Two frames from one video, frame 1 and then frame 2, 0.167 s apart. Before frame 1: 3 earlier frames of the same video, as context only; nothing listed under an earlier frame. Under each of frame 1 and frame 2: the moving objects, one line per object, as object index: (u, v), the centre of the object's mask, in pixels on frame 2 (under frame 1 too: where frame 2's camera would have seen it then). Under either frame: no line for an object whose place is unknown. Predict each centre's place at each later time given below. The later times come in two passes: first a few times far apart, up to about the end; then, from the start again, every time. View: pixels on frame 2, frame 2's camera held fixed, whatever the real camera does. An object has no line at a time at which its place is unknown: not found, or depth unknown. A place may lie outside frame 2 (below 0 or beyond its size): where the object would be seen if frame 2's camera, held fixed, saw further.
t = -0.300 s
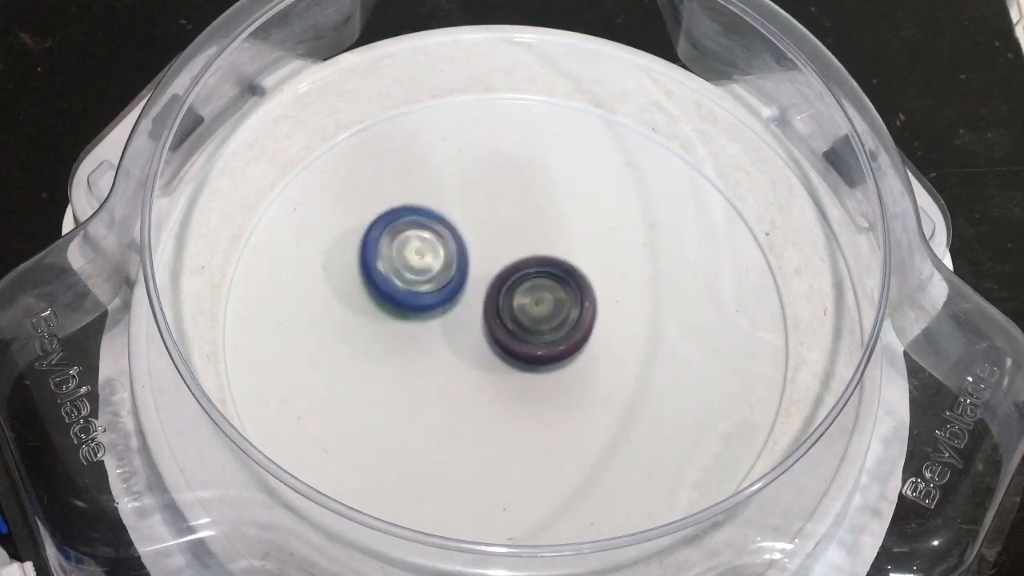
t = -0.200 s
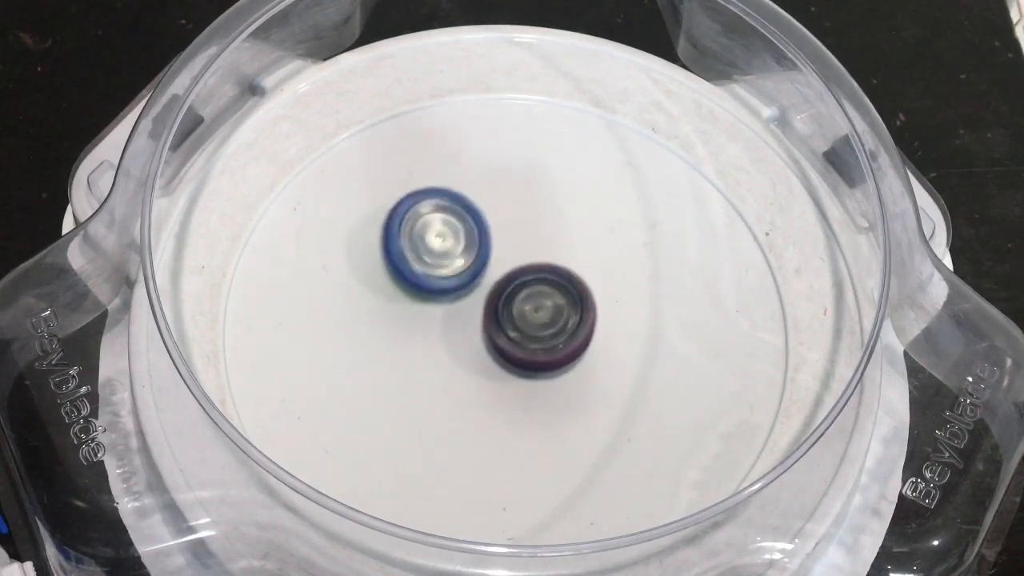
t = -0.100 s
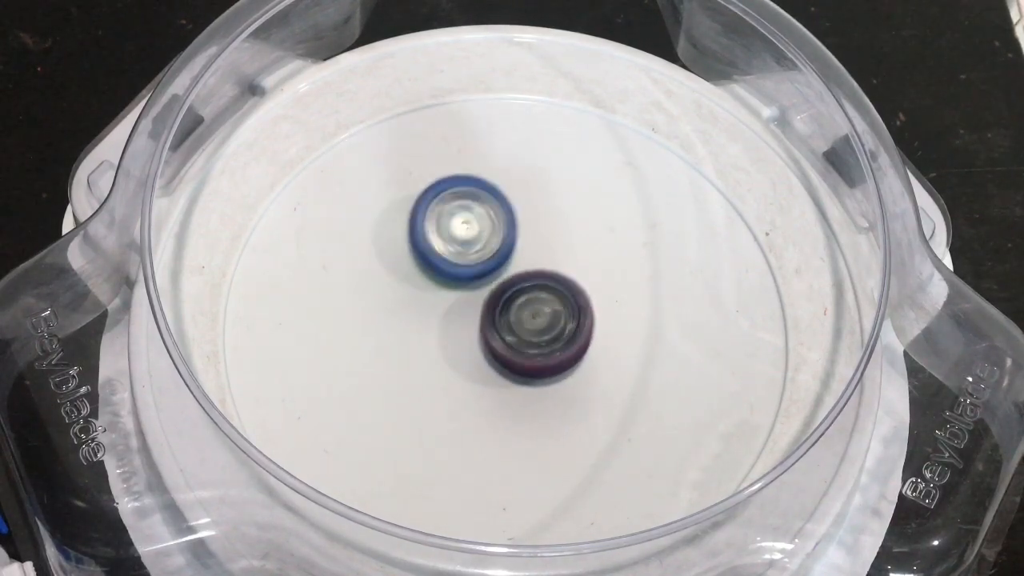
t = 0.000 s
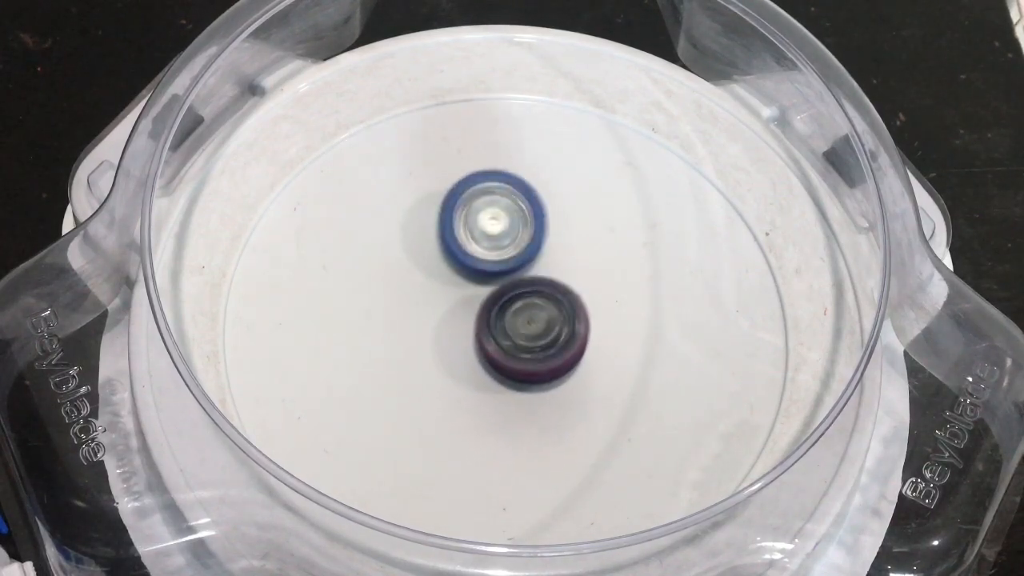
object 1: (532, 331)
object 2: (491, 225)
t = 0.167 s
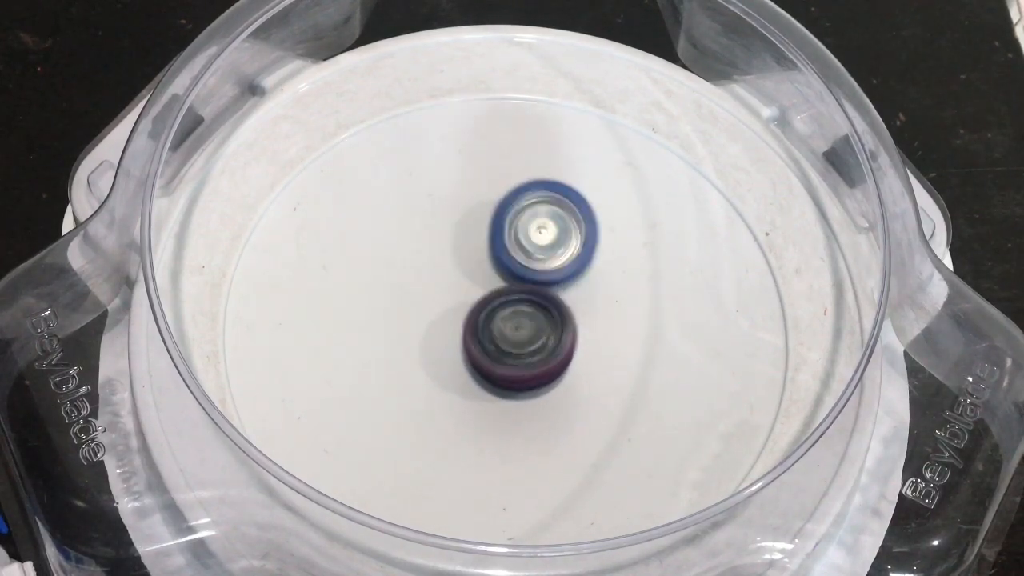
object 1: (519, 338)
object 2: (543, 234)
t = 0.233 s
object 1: (513, 340)
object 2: (562, 243)
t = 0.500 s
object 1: (485, 334)
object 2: (614, 305)
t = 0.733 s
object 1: (471, 317)
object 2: (604, 364)
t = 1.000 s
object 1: (477, 300)
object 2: (536, 403)
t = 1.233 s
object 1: (499, 287)
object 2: (458, 389)
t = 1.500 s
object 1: (532, 288)
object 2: (404, 327)
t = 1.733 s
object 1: (549, 303)
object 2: (416, 268)
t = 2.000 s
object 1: (545, 324)
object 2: (480, 230)
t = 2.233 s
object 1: (524, 342)
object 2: (548, 241)
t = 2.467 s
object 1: (492, 348)
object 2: (599, 293)
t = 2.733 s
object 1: (467, 332)
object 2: (597, 362)
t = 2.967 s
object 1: (466, 311)
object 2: (542, 399)
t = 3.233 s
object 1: (479, 257)
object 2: (461, 400)
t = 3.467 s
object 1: (500, 244)
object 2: (417, 353)
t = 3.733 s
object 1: (548, 276)
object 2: (422, 285)
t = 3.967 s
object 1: (595, 309)
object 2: (474, 248)
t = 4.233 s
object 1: (575, 357)
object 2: (547, 249)
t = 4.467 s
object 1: (533, 406)
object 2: (590, 284)
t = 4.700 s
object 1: (474, 396)
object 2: (586, 333)
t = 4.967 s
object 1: (402, 335)
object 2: (531, 371)
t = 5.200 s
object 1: (400, 273)
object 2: (474, 360)
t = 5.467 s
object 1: (457, 213)
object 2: (445, 321)
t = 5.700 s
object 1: (538, 214)
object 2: (459, 297)
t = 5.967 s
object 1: (622, 284)
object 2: (504, 297)
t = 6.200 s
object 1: (662, 386)
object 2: (504, 284)
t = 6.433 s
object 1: (591, 409)
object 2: (484, 281)
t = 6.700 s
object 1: (424, 390)
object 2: (477, 225)
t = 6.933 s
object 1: (330, 398)
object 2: (484, 214)
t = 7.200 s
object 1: (418, 362)
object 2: (496, 256)
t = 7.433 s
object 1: (429, 368)
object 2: (560, 259)
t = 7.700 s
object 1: (499, 390)
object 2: (528, 285)
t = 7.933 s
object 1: (515, 393)
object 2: (483, 279)
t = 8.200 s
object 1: (526, 349)
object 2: (463, 258)
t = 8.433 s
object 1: (559, 338)
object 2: (474, 237)
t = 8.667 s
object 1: (569, 338)
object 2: (487, 264)
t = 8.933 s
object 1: (546, 372)
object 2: (462, 262)
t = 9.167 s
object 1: (451, 398)
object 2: (476, 218)
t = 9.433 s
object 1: (417, 441)
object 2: (532, 237)
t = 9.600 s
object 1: (446, 409)
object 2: (561, 305)
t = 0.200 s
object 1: (516, 339)
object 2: (552, 238)
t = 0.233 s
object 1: (513, 340)
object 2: (562, 243)
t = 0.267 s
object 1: (509, 340)
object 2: (571, 249)
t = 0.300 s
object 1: (505, 340)
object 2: (579, 256)
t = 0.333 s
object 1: (502, 340)
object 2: (587, 264)
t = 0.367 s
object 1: (498, 339)
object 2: (593, 273)
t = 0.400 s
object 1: (495, 338)
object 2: (600, 281)
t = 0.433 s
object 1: (491, 337)
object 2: (605, 289)
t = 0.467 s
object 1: (488, 336)
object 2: (610, 297)
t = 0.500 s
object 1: (485, 334)
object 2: (614, 305)
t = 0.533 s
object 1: (482, 332)
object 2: (616, 314)
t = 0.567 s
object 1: (479, 330)
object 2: (618, 322)
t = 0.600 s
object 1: (477, 327)
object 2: (617, 331)
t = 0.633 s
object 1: (475, 325)
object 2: (616, 339)
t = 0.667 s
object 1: (473, 322)
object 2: (613, 347)
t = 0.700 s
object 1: (471, 320)
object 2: (609, 357)
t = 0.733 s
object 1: (471, 317)
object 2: (604, 364)
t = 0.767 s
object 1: (470, 314)
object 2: (599, 371)
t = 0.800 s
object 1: (470, 312)
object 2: (592, 378)
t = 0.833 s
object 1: (471, 309)
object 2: (585, 384)
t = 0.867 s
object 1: (472, 307)
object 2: (576, 389)
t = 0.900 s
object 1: (472, 305)
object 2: (567, 394)
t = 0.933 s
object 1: (474, 303)
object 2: (557, 398)
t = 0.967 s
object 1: (476, 301)
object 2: (546, 401)
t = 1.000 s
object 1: (477, 300)
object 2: (536, 403)
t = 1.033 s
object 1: (479, 299)
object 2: (525, 405)
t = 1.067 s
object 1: (482, 297)
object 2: (513, 405)
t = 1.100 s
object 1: (485, 295)
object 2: (502, 404)
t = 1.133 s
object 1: (488, 293)
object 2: (491, 402)
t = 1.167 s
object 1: (491, 291)
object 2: (480, 399)
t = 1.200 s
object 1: (495, 289)
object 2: (469, 394)
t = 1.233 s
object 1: (499, 287)
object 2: (458, 389)
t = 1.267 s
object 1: (503, 286)
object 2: (449, 383)
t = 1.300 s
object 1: (508, 286)
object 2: (439, 376)
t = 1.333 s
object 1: (512, 286)
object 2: (431, 368)
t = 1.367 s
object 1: (515, 286)
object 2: (424, 361)
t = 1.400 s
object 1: (520, 285)
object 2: (417, 352)
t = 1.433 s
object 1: (524, 286)
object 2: (412, 344)
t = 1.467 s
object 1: (528, 287)
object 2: (407, 335)
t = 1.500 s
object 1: (532, 288)
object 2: (404, 327)
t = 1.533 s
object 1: (536, 289)
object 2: (403, 317)
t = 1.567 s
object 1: (539, 291)
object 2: (402, 308)
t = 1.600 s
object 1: (541, 293)
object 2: (403, 300)
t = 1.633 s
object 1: (544, 295)
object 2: (404, 291)
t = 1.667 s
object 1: (546, 297)
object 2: (407, 283)
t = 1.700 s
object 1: (548, 300)
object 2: (411, 275)
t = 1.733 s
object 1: (549, 303)
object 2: (416, 268)
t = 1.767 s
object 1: (550, 305)
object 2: (422, 260)
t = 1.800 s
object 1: (550, 308)
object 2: (429, 254)
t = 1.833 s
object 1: (550, 310)
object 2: (436, 248)
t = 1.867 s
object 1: (550, 313)
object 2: (444, 243)
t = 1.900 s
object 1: (549, 316)
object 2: (453, 238)
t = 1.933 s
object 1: (548, 319)
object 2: (461, 235)
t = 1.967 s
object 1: (547, 322)
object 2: (471, 232)
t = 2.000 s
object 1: (545, 324)
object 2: (480, 230)
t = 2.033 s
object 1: (544, 327)
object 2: (490, 228)
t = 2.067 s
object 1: (541, 329)
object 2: (499, 229)
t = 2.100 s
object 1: (538, 333)
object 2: (508, 230)
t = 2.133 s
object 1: (535, 335)
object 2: (518, 231)
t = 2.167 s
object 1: (532, 337)
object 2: (528, 234)
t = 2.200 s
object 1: (528, 340)
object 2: (538, 237)
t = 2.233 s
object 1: (524, 342)
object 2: (548, 241)
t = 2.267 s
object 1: (519, 344)
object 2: (557, 247)
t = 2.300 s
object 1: (515, 345)
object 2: (566, 253)
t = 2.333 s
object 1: (510, 347)
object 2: (574, 260)
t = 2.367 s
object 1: (505, 348)
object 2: (581, 268)
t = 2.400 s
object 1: (501, 348)
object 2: (588, 276)
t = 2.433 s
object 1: (497, 348)
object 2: (594, 285)
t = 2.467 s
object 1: (492, 348)
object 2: (599, 293)
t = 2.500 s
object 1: (487, 347)
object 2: (603, 302)
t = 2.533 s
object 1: (483, 346)
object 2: (606, 311)
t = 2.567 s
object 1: (479, 344)
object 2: (607, 319)
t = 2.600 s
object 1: (476, 343)
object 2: (608, 329)
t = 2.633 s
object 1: (473, 341)
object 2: (607, 337)
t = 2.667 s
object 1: (470, 338)
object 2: (605, 346)
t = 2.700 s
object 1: (468, 335)
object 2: (601, 355)
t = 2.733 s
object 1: (467, 332)
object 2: (597, 362)
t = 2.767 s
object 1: (466, 330)
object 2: (592, 369)
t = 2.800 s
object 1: (465, 327)
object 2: (586, 376)
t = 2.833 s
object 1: (464, 324)
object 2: (578, 382)
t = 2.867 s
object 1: (464, 320)
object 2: (570, 388)
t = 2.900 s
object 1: (465, 317)
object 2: (561, 393)
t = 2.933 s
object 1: (465, 315)
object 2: (552, 397)
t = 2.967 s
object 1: (466, 311)
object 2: (542, 399)
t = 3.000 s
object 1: (467, 309)
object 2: (531, 401)
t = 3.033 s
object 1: (470, 304)
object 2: (520, 402)
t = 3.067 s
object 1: (472, 301)
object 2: (509, 402)
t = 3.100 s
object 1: (473, 292)
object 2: (500, 406)
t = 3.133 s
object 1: (474, 281)
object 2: (490, 407)
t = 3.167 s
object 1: (476, 272)
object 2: (480, 406)
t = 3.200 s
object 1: (477, 264)
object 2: (470, 403)
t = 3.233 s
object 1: (479, 257)
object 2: (461, 400)
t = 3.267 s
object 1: (480, 252)
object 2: (453, 396)
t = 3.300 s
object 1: (482, 247)
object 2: (445, 390)
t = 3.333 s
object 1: (485, 243)
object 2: (437, 384)
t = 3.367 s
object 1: (489, 241)
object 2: (431, 377)
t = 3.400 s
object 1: (493, 241)
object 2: (425, 369)
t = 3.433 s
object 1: (496, 242)
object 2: (422, 360)
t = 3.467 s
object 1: (500, 244)
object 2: (417, 353)
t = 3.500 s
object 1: (504, 248)
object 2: (415, 344)
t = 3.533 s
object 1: (507, 250)
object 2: (413, 335)
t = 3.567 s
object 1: (511, 254)
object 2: (413, 327)
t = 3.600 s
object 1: (515, 259)
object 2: (414, 318)
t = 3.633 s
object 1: (519, 264)
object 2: (417, 309)
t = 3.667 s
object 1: (529, 268)
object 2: (416, 301)
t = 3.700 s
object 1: (539, 272)
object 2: (418, 293)
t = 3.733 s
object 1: (548, 276)
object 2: (422, 285)
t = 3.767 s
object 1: (559, 280)
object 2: (427, 278)
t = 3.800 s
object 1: (568, 284)
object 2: (434, 271)
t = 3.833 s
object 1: (576, 289)
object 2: (440, 265)
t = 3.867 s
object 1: (582, 294)
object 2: (448, 260)
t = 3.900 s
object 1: (588, 299)
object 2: (456, 255)
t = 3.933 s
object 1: (592, 304)
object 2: (465, 251)
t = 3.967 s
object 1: (595, 309)
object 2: (474, 248)
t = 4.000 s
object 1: (597, 314)
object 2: (484, 246)
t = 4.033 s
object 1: (598, 320)
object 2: (493, 245)
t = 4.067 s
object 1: (596, 326)
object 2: (503, 244)
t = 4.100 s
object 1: (593, 331)
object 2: (512, 246)
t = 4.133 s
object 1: (589, 336)
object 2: (521, 247)
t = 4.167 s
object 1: (585, 340)
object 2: (530, 248)
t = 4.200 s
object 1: (580, 346)
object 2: (538, 250)
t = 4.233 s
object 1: (575, 357)
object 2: (547, 249)
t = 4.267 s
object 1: (571, 367)
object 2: (554, 252)
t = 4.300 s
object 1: (567, 377)
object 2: (562, 256)
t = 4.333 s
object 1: (561, 385)
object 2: (569, 261)
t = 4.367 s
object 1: (555, 392)
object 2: (575, 266)
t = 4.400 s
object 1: (549, 398)
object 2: (581, 272)
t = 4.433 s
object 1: (541, 403)
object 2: (586, 277)
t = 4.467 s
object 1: (533, 406)
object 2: (590, 284)
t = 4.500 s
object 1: (525, 409)
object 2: (592, 291)
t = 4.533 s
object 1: (516, 410)
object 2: (594, 298)
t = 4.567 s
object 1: (508, 410)
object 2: (594, 305)
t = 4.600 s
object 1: (499, 408)
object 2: (594, 312)
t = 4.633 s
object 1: (490, 405)
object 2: (592, 320)
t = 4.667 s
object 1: (482, 401)
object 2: (589, 327)
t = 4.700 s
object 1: (474, 396)
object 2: (586, 333)
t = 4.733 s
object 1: (466, 390)
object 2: (580, 340)
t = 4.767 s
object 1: (458, 384)
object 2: (574, 346)
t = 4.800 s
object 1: (450, 377)
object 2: (567, 351)
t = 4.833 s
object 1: (442, 369)
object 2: (560, 357)
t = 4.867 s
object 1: (430, 361)
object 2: (555, 361)
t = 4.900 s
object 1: (420, 352)
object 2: (547, 365)
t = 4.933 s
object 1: (410, 344)
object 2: (539, 369)
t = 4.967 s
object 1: (402, 335)
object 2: (531, 371)
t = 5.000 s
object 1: (397, 326)
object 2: (522, 372)
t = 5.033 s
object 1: (393, 317)
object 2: (513, 372)
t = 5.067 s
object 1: (391, 308)
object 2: (505, 372)
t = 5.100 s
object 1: (392, 299)
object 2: (496, 370)
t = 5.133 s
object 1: (393, 291)
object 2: (488, 368)
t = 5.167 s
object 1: (396, 282)
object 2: (480, 364)
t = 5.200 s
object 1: (400, 273)
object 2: (474, 360)
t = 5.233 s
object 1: (404, 263)
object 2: (468, 356)
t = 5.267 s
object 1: (409, 253)
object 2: (461, 352)
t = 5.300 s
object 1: (415, 242)
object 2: (456, 348)
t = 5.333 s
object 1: (421, 234)
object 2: (452, 343)
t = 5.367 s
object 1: (429, 227)
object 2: (449, 338)
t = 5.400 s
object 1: (438, 221)
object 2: (447, 333)
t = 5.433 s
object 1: (447, 216)
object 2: (446, 327)
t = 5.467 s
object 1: (457, 213)
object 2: (445, 321)
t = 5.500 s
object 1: (468, 210)
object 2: (446, 315)
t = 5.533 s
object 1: (479, 209)
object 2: (447, 309)
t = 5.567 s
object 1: (491, 207)
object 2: (448, 307)
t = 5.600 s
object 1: (503, 206)
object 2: (449, 305)
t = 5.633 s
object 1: (515, 207)
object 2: (452, 301)
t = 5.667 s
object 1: (526, 211)
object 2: (455, 299)
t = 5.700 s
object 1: (538, 214)
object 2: (459, 297)
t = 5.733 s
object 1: (550, 219)
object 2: (464, 296)
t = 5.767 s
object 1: (561, 226)
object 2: (469, 295)
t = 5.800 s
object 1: (572, 234)
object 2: (475, 293)
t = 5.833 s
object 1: (583, 243)
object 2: (480, 294)
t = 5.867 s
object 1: (593, 252)
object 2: (486, 294)
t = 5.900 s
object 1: (604, 263)
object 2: (492, 294)
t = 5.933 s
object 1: (613, 273)
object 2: (498, 296)
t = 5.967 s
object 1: (622, 284)
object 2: (504, 297)
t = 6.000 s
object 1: (630, 295)
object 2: (510, 300)
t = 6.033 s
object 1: (635, 305)
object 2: (515, 302)
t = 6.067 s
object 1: (638, 316)
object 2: (520, 304)
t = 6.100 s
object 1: (639, 326)
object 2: (525, 308)
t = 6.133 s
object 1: (648, 345)
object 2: (520, 300)
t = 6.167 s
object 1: (658, 367)
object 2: (509, 290)
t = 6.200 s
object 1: (662, 386)
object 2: (504, 284)
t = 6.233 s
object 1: (661, 400)
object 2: (501, 282)
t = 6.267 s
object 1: (656, 410)
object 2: (499, 282)
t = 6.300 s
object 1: (648, 416)
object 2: (494, 282)
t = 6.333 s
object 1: (637, 418)
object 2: (492, 281)
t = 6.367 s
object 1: (623, 418)
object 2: (490, 281)
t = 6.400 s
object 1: (608, 415)
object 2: (487, 280)
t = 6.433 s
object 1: (591, 409)
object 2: (484, 281)
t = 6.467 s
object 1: (574, 402)
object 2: (483, 282)
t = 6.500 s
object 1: (557, 393)
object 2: (481, 281)
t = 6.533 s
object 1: (540, 384)
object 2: (479, 282)
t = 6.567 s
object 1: (522, 376)
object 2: (478, 282)
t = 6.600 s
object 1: (498, 377)
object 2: (478, 265)
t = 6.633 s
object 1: (474, 385)
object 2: (478, 246)
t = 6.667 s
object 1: (449, 384)
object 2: (476, 232)
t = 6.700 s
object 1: (424, 390)
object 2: (477, 225)
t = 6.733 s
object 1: (399, 387)
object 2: (476, 221)
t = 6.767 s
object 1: (376, 391)
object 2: (476, 218)
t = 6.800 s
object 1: (359, 391)
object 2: (477, 215)
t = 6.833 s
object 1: (343, 391)
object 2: (478, 213)
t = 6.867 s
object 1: (333, 394)
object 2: (481, 212)
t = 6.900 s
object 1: (329, 395)
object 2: (482, 212)
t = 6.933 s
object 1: (330, 398)
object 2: (484, 214)
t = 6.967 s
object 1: (335, 398)
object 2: (487, 216)
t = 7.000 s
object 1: (341, 398)
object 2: (489, 219)
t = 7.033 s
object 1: (351, 393)
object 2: (491, 224)
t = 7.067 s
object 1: (363, 390)
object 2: (493, 229)
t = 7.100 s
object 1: (377, 383)
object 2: (495, 235)
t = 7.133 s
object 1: (392, 377)
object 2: (496, 242)
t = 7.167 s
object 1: (405, 369)
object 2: (496, 248)
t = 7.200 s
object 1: (418, 362)
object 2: (496, 256)
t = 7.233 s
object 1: (431, 355)
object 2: (495, 264)
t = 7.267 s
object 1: (429, 358)
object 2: (508, 262)
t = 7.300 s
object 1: (421, 366)
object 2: (531, 253)
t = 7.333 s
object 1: (416, 368)
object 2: (548, 249)
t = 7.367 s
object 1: (417, 368)
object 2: (559, 249)
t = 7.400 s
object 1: (421, 369)
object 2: (562, 255)
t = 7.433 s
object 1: (429, 368)
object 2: (560, 259)
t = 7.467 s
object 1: (437, 369)
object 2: (558, 263)
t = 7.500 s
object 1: (449, 372)
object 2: (556, 265)
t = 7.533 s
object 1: (457, 375)
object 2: (553, 269)
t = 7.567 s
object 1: (468, 377)
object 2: (549, 273)
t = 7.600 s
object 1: (476, 381)
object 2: (545, 277)
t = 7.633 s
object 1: (485, 383)
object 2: (540, 280)
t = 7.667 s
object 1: (491, 387)
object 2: (534, 282)
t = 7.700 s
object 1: (499, 390)
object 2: (528, 285)
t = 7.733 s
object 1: (503, 393)
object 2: (520, 286)
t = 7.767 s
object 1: (507, 397)
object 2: (514, 288)
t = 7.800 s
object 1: (511, 399)
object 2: (507, 288)
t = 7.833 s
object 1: (511, 400)
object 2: (500, 288)
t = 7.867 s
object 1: (511, 399)
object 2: (494, 286)
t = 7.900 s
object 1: (513, 396)
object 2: (487, 284)
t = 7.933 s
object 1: (515, 393)
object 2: (483, 279)
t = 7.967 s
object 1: (518, 390)
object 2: (476, 279)
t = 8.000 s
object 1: (518, 387)
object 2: (473, 276)
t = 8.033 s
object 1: (518, 382)
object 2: (469, 273)
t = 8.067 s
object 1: (518, 376)
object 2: (466, 269)
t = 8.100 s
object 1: (519, 370)
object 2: (464, 264)
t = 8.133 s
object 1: (521, 363)
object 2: (463, 262)
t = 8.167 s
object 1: (523, 357)
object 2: (463, 259)
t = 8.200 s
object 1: (526, 349)
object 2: (463, 258)
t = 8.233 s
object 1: (531, 341)
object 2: (464, 256)
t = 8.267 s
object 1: (536, 337)
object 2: (464, 251)
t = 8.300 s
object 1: (543, 342)
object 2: (466, 243)
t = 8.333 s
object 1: (546, 343)
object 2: (467, 239)
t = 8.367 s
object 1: (550, 342)
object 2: (471, 238)
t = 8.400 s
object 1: (553, 341)
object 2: (472, 238)
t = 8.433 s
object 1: (559, 338)
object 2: (474, 237)
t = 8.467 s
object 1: (564, 337)
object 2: (477, 239)
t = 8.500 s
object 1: (568, 337)
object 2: (480, 241)
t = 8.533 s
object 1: (572, 337)
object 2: (482, 245)
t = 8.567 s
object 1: (573, 337)
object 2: (485, 249)
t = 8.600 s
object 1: (573, 338)
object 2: (486, 255)
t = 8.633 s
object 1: (570, 337)
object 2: (488, 260)
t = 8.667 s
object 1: (569, 338)
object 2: (487, 264)
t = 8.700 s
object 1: (568, 342)
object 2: (488, 268)
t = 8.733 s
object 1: (570, 354)
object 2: (482, 264)
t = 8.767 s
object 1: (570, 365)
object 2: (480, 259)
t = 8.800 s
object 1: (567, 373)
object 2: (478, 261)
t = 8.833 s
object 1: (563, 376)
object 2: (473, 262)
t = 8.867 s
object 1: (558, 376)
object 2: (469, 263)
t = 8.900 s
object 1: (552, 373)
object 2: (464, 262)
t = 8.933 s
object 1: (546, 372)
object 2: (462, 262)
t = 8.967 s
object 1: (540, 367)
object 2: (460, 262)
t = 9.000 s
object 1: (531, 362)
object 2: (457, 262)
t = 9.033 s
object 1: (520, 356)
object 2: (455, 262)
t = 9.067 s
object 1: (508, 355)
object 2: (455, 257)
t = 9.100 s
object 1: (490, 369)
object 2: (462, 240)
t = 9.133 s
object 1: (470, 384)
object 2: (470, 228)
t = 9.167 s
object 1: (451, 398)
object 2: (476, 218)
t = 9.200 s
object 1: (435, 409)
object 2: (482, 215)
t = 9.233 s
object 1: (424, 421)
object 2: (488, 212)
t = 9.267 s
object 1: (416, 430)
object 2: (495, 212)
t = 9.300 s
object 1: (413, 437)
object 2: (502, 211)
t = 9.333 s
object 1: (414, 441)
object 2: (507, 217)
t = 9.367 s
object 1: (415, 444)
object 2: (515, 221)
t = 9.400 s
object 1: (416, 444)
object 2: (522, 228)
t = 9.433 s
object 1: (417, 441)
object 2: (532, 237)
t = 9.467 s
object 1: (417, 437)
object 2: (538, 247)
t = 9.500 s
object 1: (419, 431)
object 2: (546, 260)
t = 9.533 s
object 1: (424, 423)
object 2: (552, 274)
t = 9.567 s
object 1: (434, 415)
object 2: (557, 290)
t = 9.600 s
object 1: (446, 409)
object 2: (561, 305)
